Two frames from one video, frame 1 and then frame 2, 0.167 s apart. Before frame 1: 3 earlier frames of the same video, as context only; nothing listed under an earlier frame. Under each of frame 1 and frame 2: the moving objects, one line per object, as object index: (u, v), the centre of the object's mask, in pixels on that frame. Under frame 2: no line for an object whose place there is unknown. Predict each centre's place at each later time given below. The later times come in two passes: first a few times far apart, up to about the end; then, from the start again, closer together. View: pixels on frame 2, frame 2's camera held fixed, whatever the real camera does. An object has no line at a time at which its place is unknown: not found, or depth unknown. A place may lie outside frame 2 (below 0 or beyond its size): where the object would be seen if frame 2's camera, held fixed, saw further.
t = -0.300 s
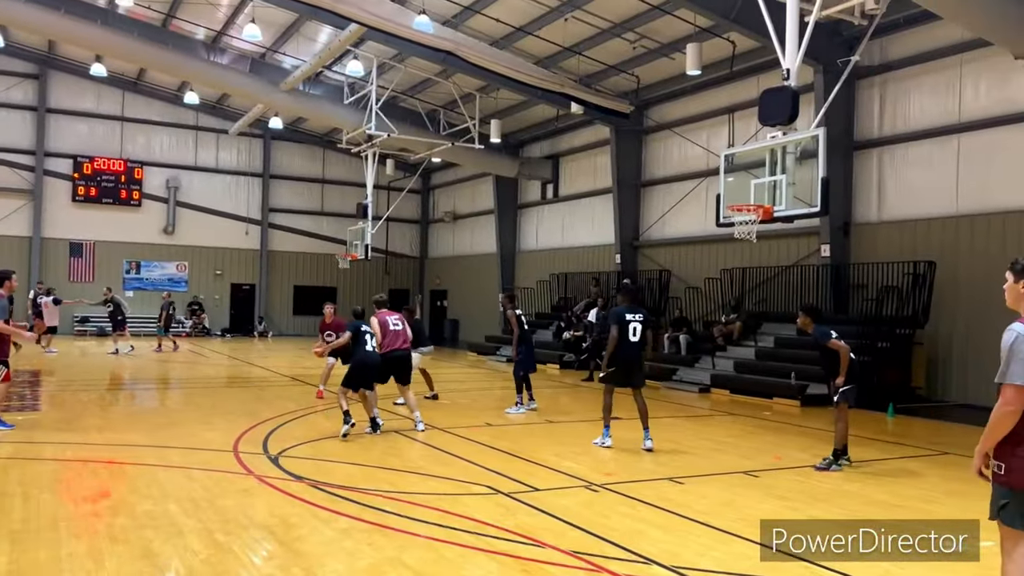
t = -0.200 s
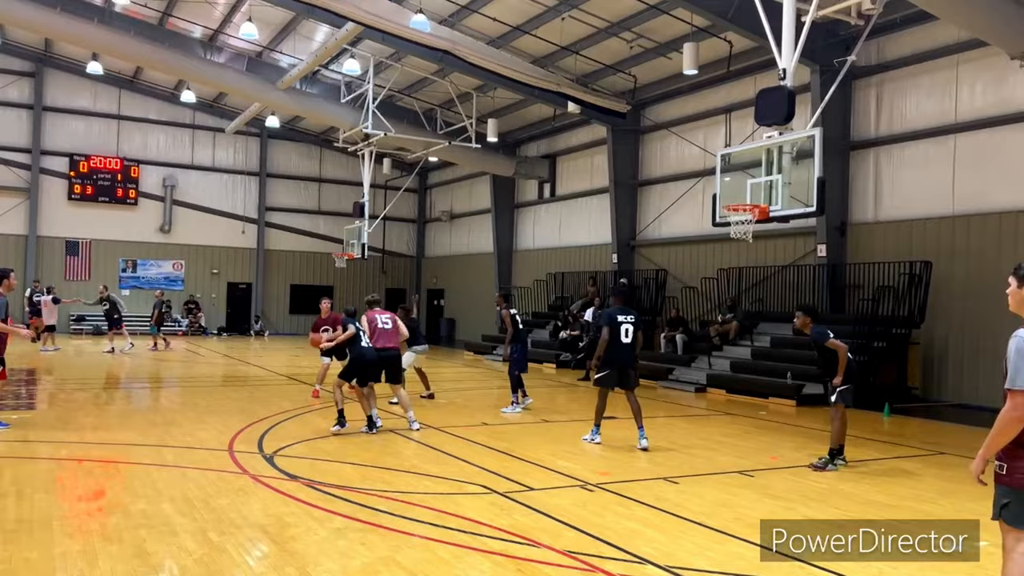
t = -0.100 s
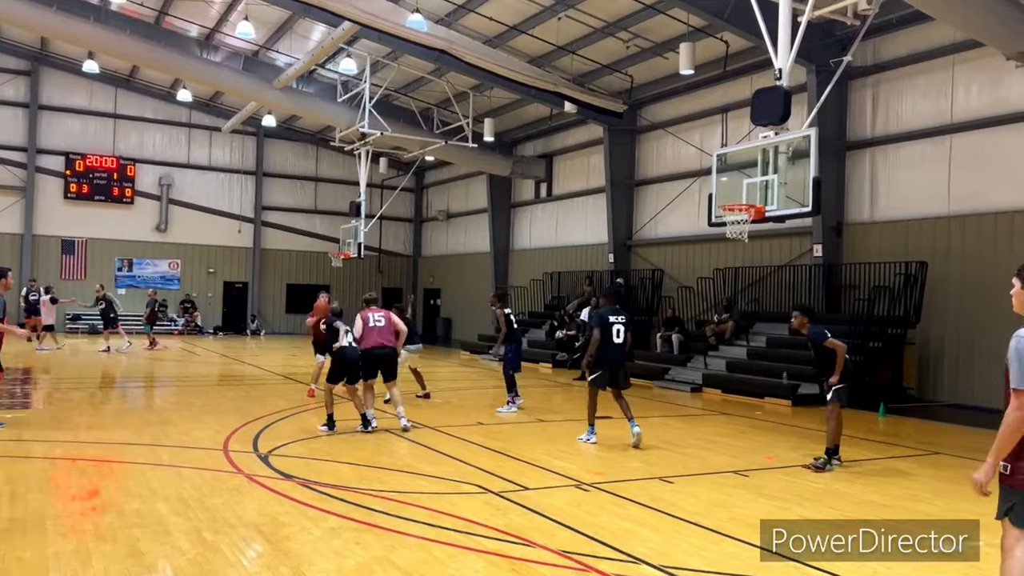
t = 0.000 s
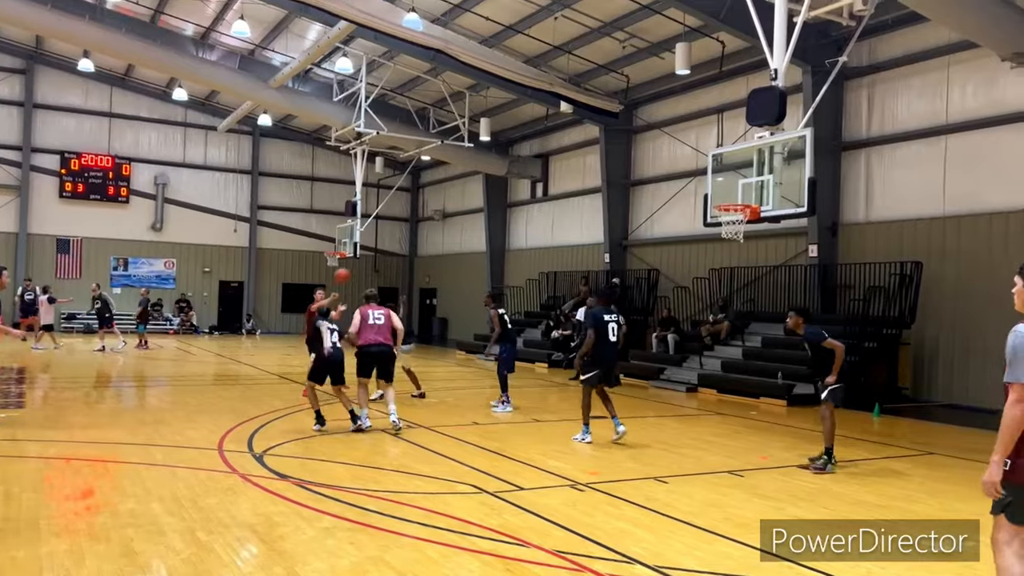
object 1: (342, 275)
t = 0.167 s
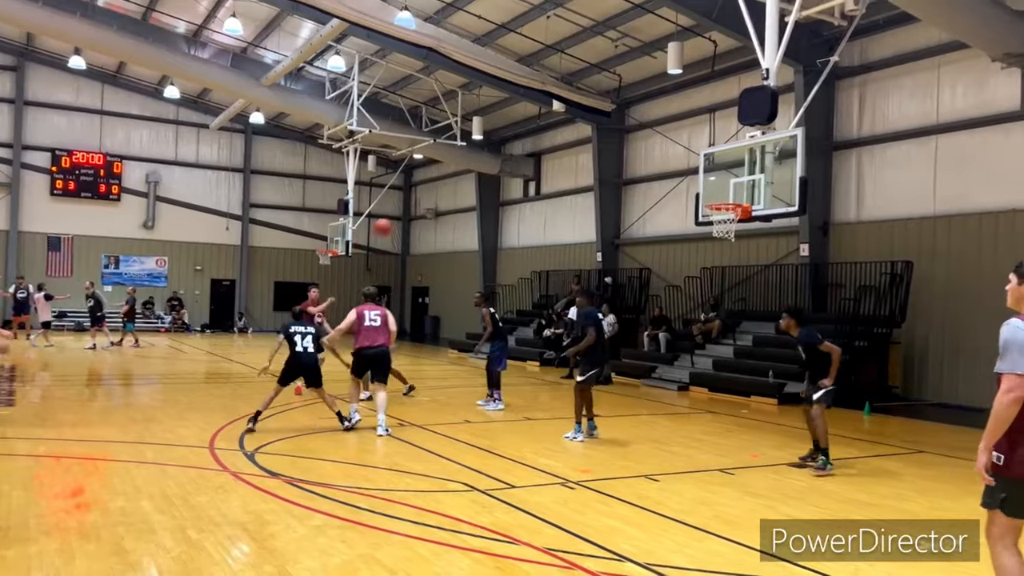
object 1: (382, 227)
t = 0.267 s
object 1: (415, 204)
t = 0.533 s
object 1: (524, 160)
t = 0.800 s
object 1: (687, 168)
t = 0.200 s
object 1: (392, 219)
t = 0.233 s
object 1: (403, 211)
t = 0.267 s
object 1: (415, 204)
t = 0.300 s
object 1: (427, 197)
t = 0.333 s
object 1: (439, 189)
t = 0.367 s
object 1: (452, 182)
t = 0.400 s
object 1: (465, 177)
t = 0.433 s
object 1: (479, 172)
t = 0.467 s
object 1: (493, 167)
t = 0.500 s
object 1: (508, 164)
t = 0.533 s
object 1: (524, 160)
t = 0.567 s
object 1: (540, 158)
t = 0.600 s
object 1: (558, 156)
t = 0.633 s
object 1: (577, 155)
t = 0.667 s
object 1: (597, 156)
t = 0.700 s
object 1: (617, 157)
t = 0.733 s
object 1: (639, 159)
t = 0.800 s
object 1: (687, 168)
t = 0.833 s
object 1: (715, 174)
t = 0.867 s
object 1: (743, 183)
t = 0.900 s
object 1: (774, 192)
